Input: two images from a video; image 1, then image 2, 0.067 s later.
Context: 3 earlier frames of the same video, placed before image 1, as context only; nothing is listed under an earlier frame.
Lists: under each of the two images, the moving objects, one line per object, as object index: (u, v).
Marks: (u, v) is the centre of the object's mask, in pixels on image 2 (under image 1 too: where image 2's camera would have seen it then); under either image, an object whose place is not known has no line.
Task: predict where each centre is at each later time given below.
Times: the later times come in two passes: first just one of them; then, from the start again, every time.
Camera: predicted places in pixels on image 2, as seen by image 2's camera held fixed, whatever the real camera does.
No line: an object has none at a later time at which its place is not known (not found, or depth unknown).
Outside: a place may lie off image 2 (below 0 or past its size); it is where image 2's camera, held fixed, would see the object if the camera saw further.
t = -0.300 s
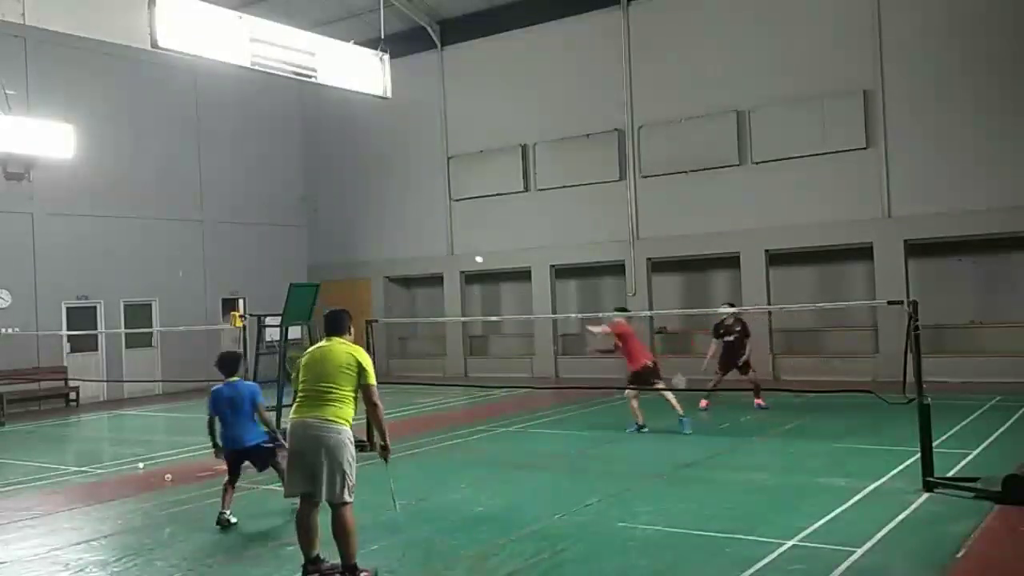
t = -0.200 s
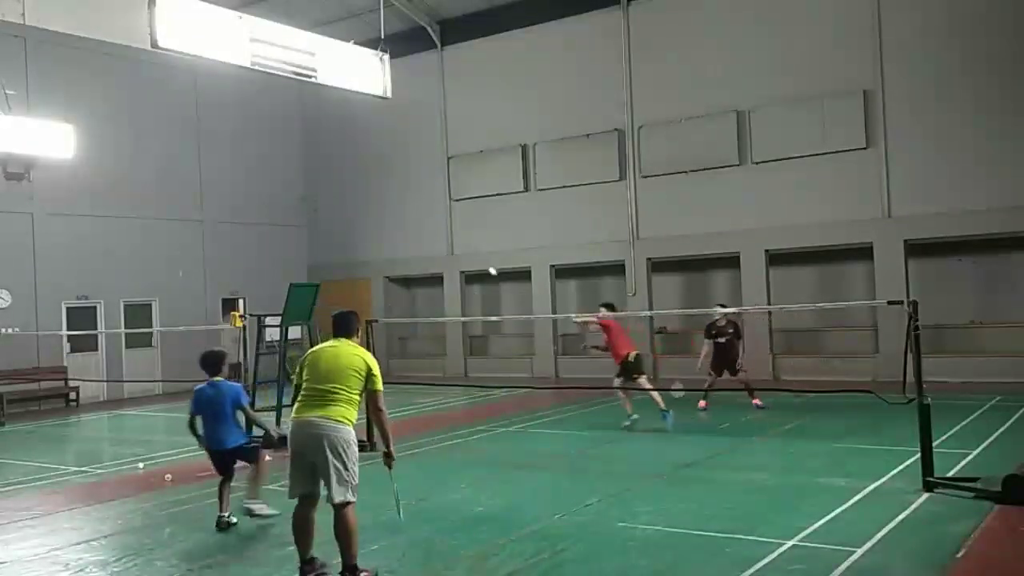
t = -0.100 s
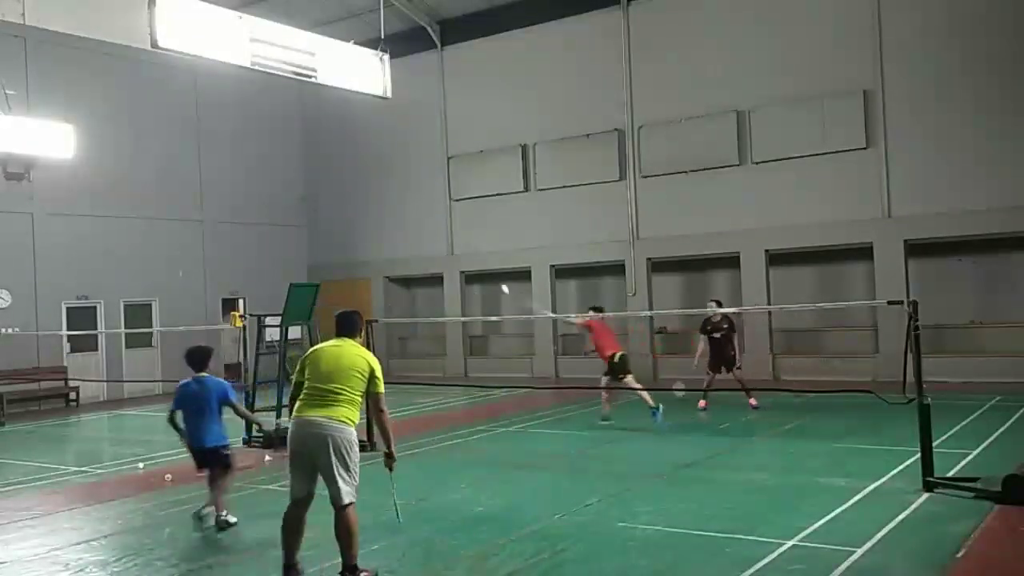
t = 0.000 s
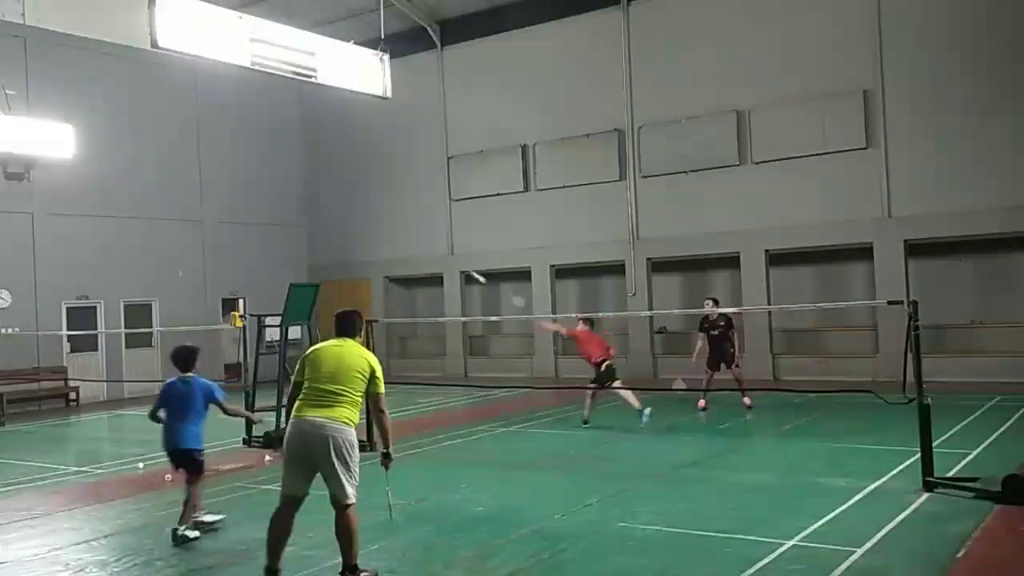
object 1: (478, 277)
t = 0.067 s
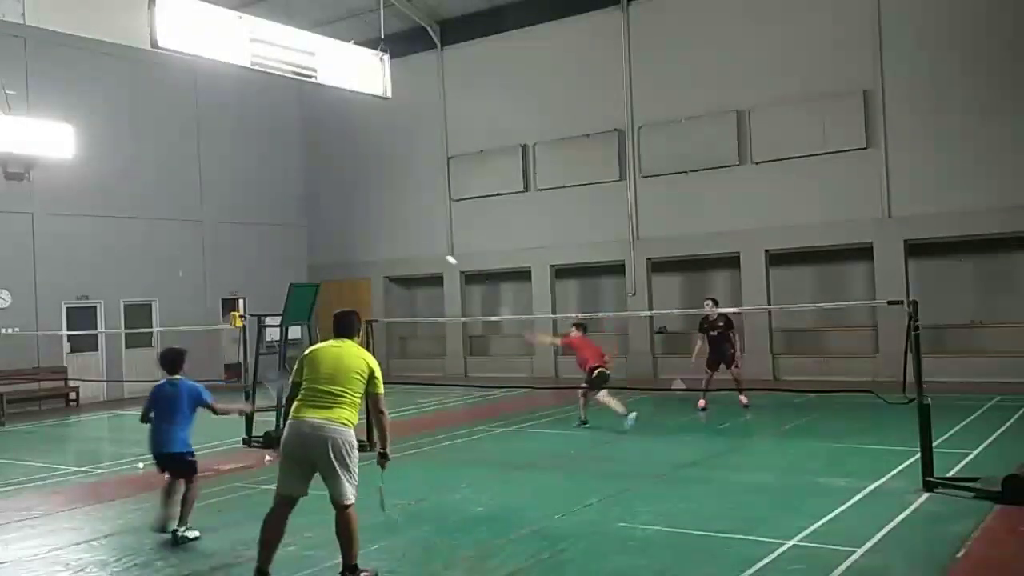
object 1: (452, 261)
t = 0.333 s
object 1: (370, 251)
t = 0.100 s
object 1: (443, 255)
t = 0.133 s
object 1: (432, 252)
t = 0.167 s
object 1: (420, 250)
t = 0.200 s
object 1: (410, 248)
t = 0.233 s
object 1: (398, 247)
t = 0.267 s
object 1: (390, 249)
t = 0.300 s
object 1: (381, 250)
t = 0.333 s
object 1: (370, 251)
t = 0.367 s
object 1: (361, 254)
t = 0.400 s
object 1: (349, 257)
